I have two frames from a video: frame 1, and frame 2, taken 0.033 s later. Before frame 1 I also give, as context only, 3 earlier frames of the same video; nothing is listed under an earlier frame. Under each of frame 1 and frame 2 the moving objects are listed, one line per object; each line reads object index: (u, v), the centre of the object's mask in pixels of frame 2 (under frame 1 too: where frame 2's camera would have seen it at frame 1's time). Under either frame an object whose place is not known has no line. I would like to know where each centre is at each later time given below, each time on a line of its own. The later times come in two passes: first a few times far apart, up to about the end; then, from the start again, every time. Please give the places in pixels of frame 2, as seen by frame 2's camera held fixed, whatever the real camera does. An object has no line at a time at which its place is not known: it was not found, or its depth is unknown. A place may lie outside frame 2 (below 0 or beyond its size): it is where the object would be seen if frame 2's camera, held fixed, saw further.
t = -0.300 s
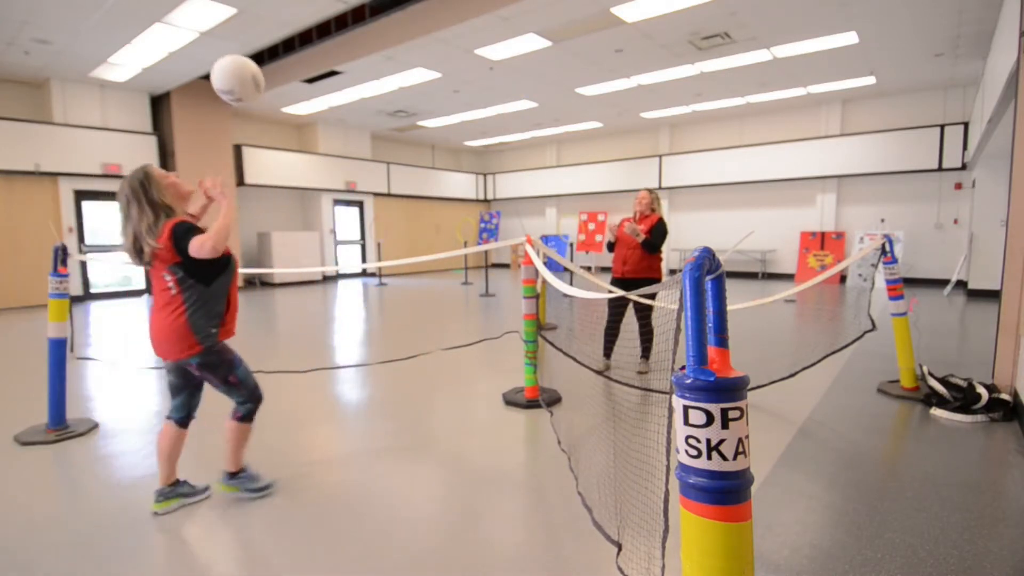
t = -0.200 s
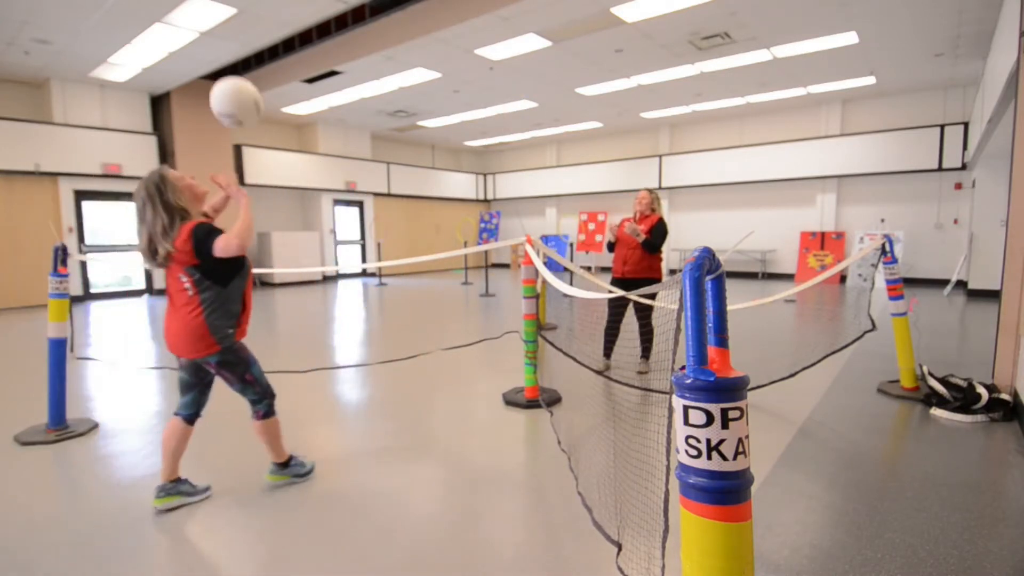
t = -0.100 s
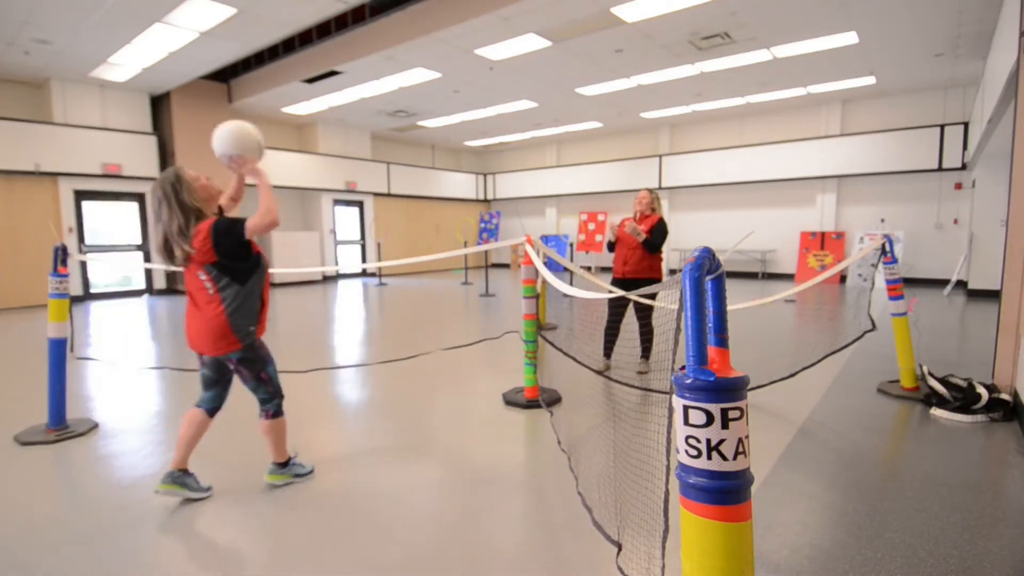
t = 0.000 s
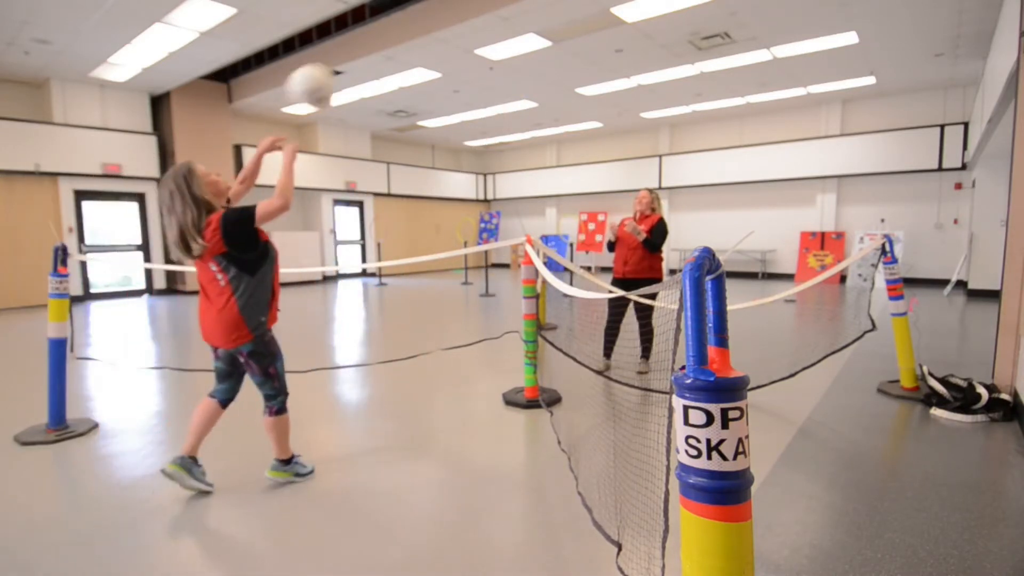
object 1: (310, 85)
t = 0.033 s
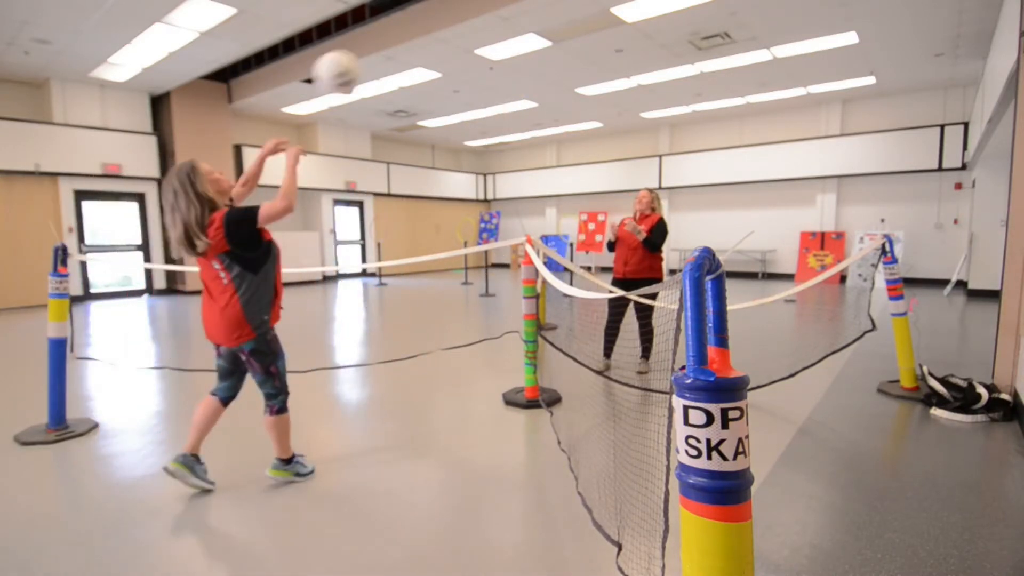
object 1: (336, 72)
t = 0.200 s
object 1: (446, 42)
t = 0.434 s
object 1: (558, 81)
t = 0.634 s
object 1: (623, 159)
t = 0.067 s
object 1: (361, 61)
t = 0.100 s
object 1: (384, 51)
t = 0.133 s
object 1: (406, 45)
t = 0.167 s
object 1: (426, 43)
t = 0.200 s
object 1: (446, 42)
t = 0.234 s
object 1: (463, 42)
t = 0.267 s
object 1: (481, 45)
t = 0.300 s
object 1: (499, 50)
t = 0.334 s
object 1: (516, 59)
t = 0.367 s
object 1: (530, 66)
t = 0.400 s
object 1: (544, 71)
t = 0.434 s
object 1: (558, 81)
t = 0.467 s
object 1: (569, 91)
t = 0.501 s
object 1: (582, 104)
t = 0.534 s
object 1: (593, 114)
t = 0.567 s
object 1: (604, 129)
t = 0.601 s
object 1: (614, 144)
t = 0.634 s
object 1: (623, 159)
